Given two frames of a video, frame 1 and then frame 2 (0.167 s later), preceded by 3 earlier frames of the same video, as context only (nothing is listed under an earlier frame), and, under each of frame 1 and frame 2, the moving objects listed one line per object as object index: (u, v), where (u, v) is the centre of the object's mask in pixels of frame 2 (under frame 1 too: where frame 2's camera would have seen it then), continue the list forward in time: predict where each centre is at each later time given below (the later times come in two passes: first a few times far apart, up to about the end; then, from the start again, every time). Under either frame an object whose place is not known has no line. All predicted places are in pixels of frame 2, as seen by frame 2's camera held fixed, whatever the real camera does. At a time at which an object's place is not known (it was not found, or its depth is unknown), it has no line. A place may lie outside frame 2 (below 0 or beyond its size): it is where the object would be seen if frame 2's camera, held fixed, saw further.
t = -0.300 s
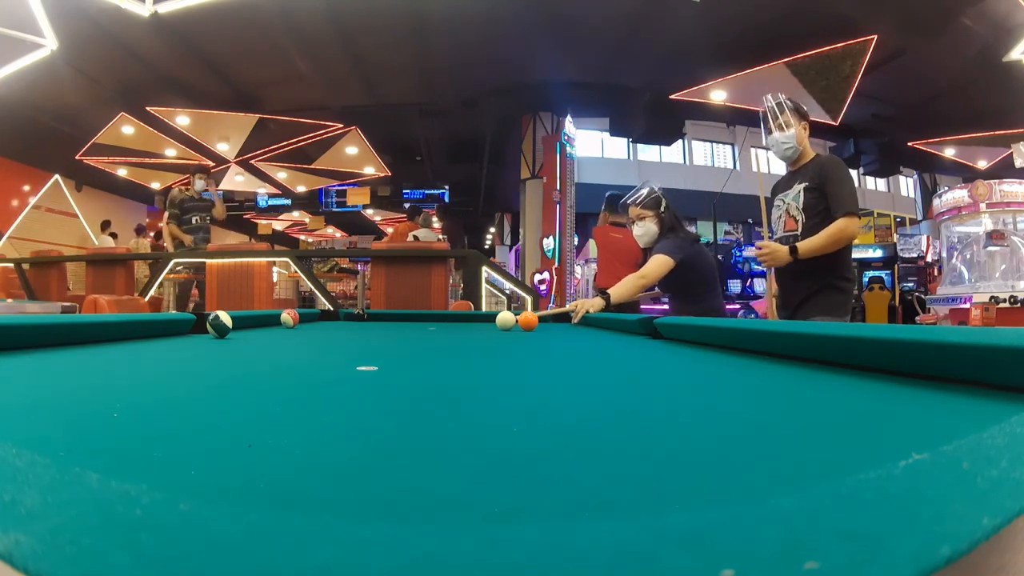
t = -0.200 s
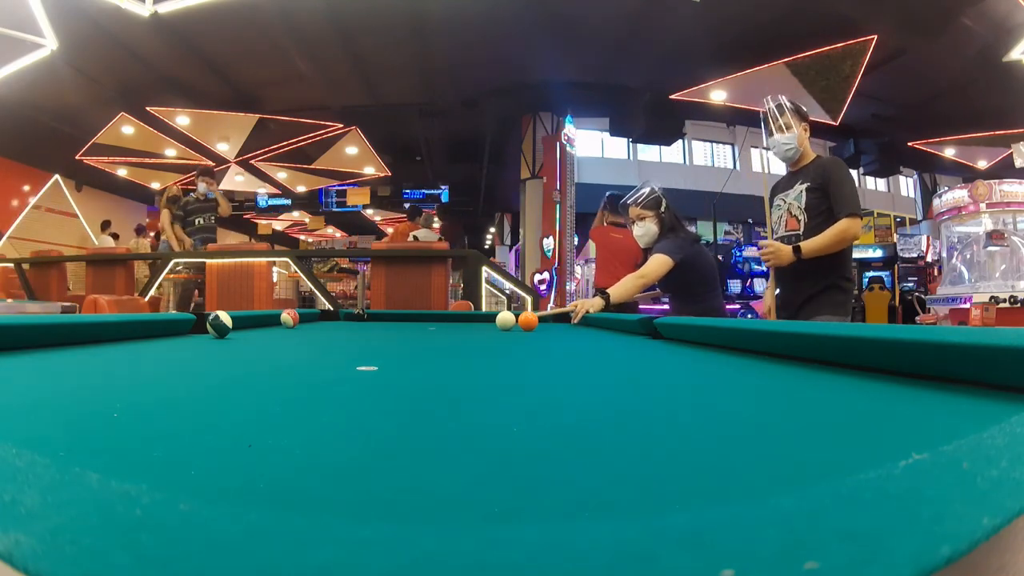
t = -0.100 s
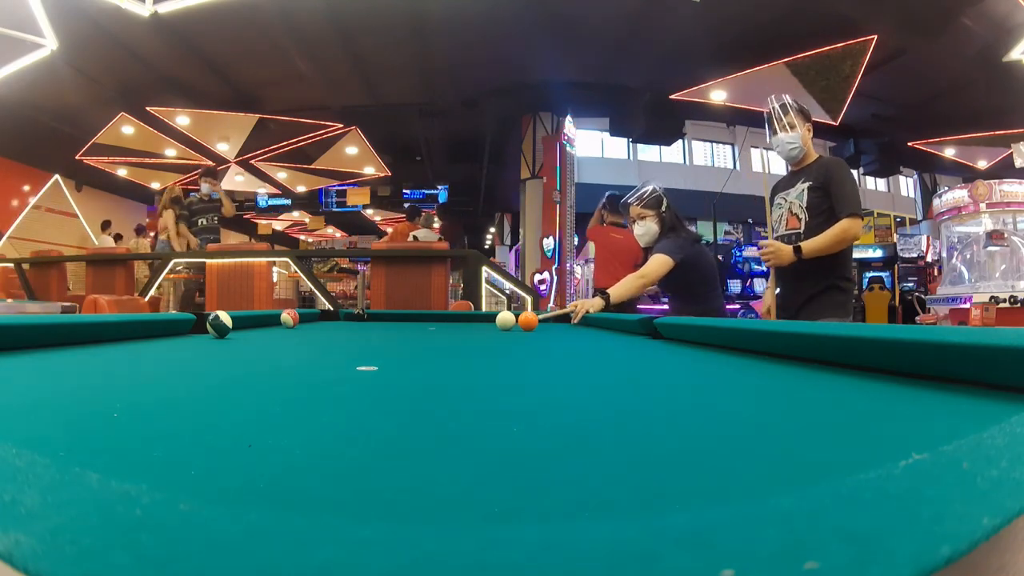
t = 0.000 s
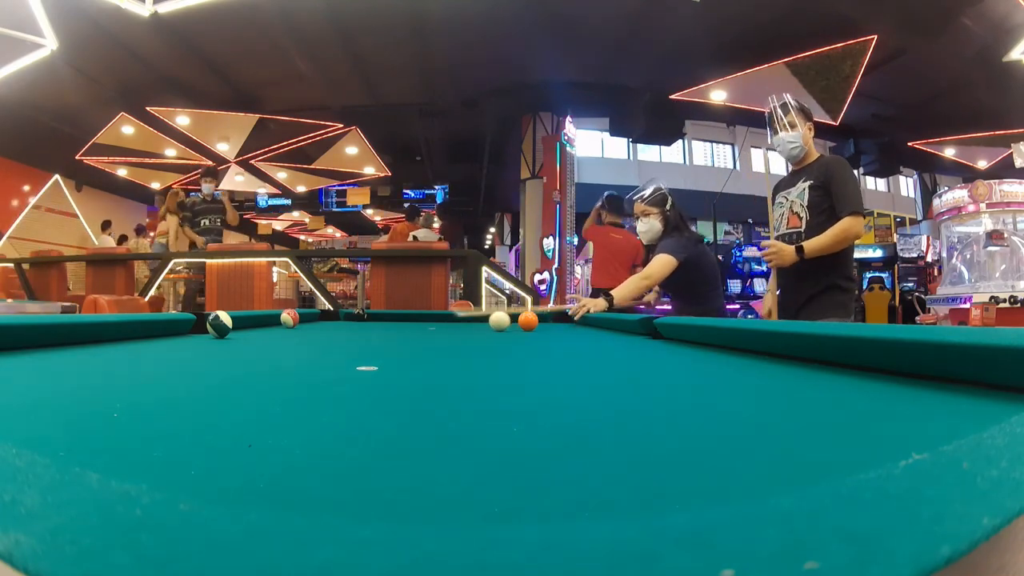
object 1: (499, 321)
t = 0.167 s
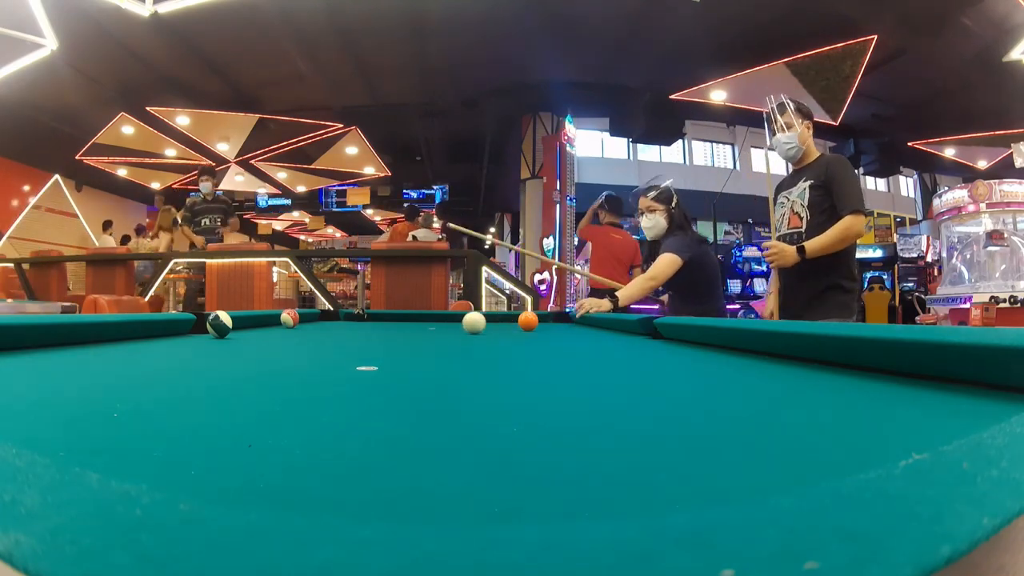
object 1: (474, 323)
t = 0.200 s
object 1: (468, 323)
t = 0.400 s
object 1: (429, 325)
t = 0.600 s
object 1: (387, 328)
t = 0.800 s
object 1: (346, 329)
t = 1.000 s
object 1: (303, 331)
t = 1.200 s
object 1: (258, 332)
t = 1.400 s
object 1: (225, 333)
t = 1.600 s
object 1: (202, 332)
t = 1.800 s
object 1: (186, 332)
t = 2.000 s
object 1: (179, 332)
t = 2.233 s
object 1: (180, 332)
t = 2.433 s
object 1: (180, 332)
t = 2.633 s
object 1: (180, 332)
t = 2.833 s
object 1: (180, 332)
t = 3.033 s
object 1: (180, 332)
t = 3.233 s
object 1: (180, 332)
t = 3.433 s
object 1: (180, 332)
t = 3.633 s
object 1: (180, 332)
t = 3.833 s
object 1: (180, 332)
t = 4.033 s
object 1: (180, 332)
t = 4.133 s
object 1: (180, 332)
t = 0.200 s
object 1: (468, 323)
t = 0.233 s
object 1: (462, 323)
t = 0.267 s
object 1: (454, 324)
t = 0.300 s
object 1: (448, 324)
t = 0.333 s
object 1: (441, 324)
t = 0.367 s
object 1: (435, 325)
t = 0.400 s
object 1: (429, 325)
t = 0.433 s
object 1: (422, 326)
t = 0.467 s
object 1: (415, 326)
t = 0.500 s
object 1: (409, 326)
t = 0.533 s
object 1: (402, 327)
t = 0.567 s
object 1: (394, 327)
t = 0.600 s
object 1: (387, 328)
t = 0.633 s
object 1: (380, 328)
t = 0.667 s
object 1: (376, 328)
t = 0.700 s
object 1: (369, 328)
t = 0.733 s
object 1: (362, 329)
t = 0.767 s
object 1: (354, 329)
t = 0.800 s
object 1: (346, 329)
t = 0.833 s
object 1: (339, 330)
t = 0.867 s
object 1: (332, 330)
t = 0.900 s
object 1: (325, 330)
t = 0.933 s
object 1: (317, 330)
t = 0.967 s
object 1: (310, 331)
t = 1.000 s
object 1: (303, 331)
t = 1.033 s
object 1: (292, 331)
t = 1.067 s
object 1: (285, 331)
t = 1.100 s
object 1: (278, 331)
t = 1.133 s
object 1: (271, 331)
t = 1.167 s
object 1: (265, 332)
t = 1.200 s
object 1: (258, 332)
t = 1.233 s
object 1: (253, 332)
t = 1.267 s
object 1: (247, 332)
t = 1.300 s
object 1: (241, 332)
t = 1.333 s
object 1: (235, 332)
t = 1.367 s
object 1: (230, 333)
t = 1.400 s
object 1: (225, 333)
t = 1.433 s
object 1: (220, 333)
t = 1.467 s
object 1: (218, 332)
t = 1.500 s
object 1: (213, 333)
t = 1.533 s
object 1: (209, 332)
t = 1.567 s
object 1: (205, 332)
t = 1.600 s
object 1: (202, 332)
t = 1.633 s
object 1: (198, 332)
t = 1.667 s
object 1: (195, 332)
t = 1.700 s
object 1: (193, 332)
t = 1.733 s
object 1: (190, 332)
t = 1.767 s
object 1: (188, 332)
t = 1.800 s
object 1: (186, 332)
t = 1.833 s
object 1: (184, 332)
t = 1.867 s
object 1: (182, 332)
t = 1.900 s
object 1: (181, 332)
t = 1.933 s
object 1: (180, 332)
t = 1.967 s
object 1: (179, 332)
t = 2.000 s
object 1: (179, 332)
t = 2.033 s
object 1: (179, 332)
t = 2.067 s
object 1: (179, 332)
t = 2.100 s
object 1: (180, 332)
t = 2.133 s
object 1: (180, 332)
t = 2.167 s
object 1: (180, 332)
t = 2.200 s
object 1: (180, 332)
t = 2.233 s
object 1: (180, 332)
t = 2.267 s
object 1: (180, 332)
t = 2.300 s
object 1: (180, 332)
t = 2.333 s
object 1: (180, 332)
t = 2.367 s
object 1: (180, 332)
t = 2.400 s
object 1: (180, 332)
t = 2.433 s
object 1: (180, 332)
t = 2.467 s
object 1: (180, 332)
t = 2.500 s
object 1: (180, 332)
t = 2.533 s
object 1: (180, 332)
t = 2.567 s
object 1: (180, 332)
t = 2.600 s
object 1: (180, 332)
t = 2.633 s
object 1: (180, 332)
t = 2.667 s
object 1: (180, 332)
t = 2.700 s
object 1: (180, 332)
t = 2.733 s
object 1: (180, 332)
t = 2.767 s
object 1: (180, 332)
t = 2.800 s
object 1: (180, 332)
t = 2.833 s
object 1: (180, 332)
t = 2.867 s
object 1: (180, 332)
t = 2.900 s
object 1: (180, 332)
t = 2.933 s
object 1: (180, 332)
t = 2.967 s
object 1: (180, 332)
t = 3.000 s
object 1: (180, 332)
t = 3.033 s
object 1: (180, 332)
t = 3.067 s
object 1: (180, 332)
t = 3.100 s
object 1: (180, 332)
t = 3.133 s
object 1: (180, 332)
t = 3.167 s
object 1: (180, 332)
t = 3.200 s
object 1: (180, 332)
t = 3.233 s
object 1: (180, 332)
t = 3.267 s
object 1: (180, 332)
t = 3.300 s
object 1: (180, 332)
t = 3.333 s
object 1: (180, 332)
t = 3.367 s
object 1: (180, 332)
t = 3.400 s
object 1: (180, 332)
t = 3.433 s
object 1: (180, 332)
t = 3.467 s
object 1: (180, 332)
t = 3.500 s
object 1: (180, 332)
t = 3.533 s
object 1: (180, 332)
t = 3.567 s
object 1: (180, 332)
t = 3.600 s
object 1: (180, 332)
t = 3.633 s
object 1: (180, 332)
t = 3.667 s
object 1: (180, 332)
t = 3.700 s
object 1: (180, 332)
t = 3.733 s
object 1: (180, 332)
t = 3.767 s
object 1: (180, 332)
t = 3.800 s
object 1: (180, 332)
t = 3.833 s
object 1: (180, 332)
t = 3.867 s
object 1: (180, 332)
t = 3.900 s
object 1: (180, 332)
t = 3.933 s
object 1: (180, 332)
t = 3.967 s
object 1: (180, 332)
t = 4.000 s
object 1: (180, 332)
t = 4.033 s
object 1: (180, 332)
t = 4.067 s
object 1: (180, 332)
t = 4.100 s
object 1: (180, 332)
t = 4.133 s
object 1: (180, 332)
